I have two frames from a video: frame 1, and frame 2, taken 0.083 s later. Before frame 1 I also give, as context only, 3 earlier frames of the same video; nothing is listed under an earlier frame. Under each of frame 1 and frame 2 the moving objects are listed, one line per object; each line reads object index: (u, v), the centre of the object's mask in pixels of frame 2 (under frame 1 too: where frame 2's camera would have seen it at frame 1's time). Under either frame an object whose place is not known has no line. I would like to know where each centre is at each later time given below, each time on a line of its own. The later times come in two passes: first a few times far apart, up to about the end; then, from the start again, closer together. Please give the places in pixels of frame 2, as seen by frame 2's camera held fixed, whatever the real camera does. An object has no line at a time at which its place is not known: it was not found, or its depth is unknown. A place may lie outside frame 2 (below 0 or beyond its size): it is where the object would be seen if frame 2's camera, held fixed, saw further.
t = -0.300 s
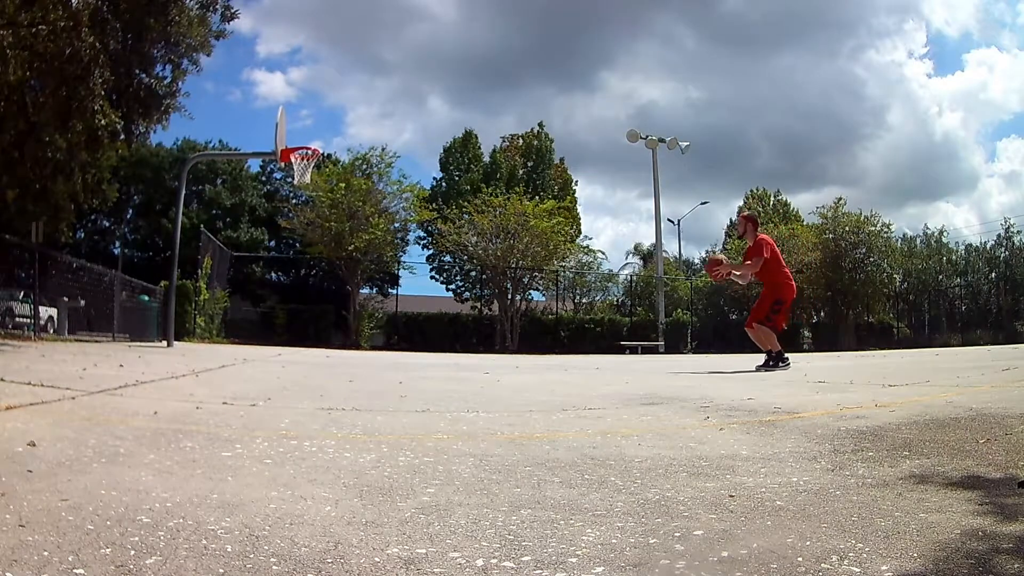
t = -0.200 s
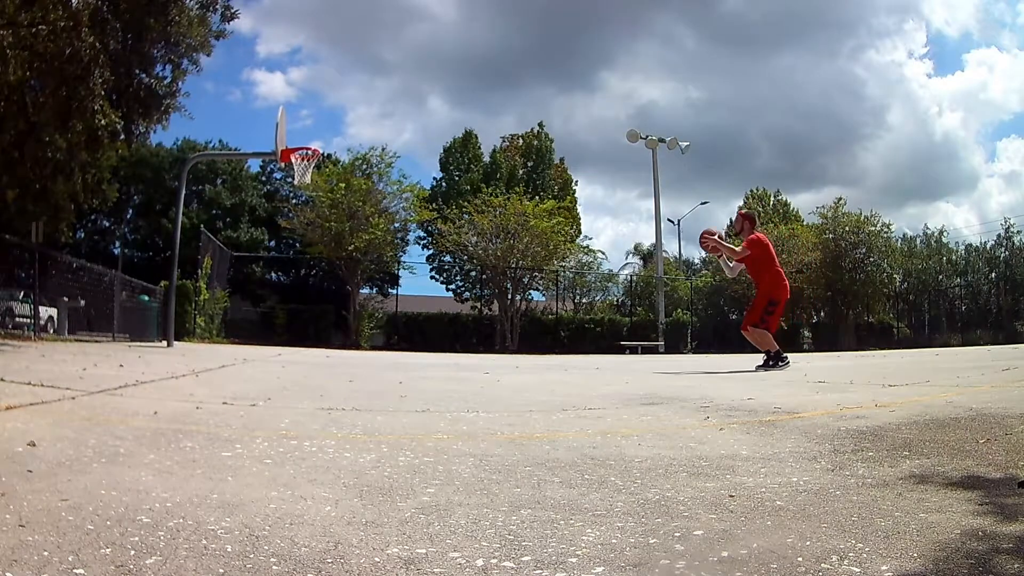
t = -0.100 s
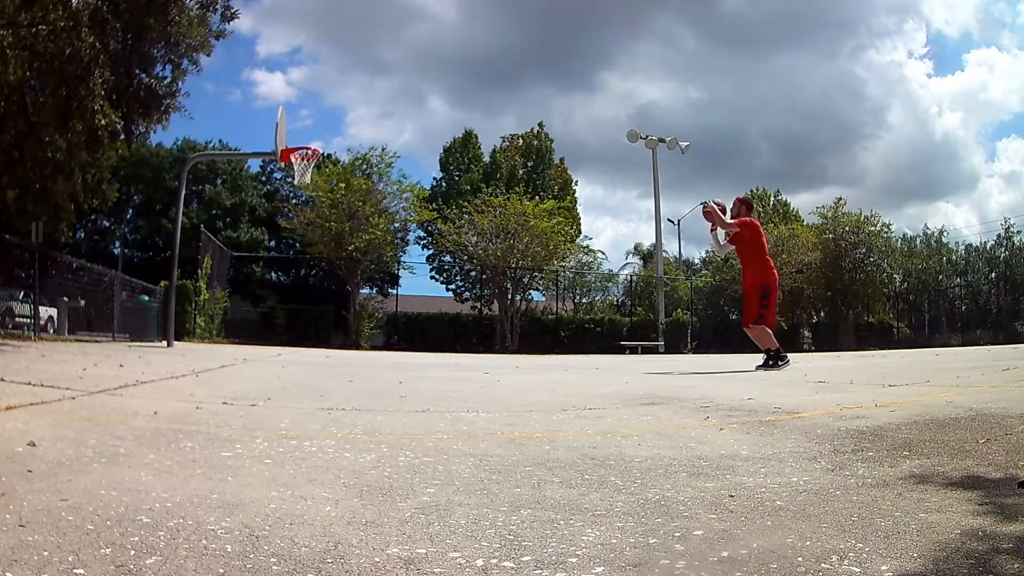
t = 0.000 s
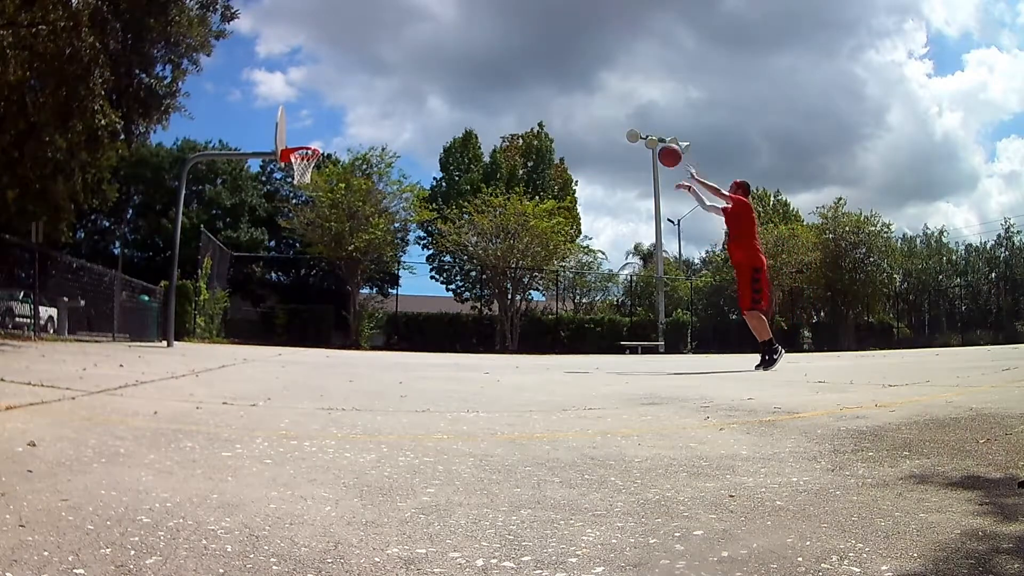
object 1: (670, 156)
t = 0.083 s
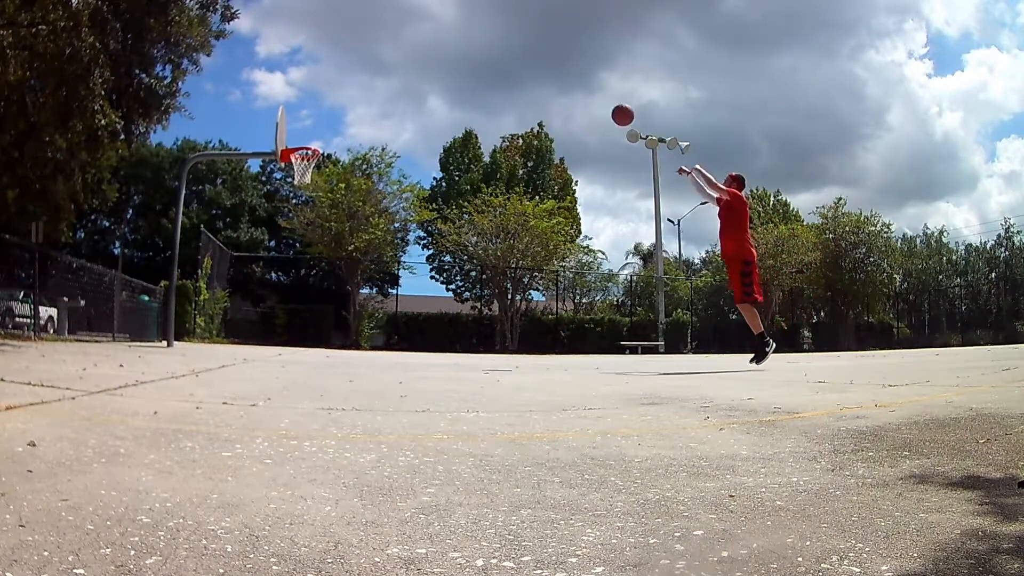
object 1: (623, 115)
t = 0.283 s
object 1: (526, 57)
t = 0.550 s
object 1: (427, 42)
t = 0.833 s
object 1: (343, 75)
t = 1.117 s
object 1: (299, 142)
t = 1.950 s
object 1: (273, 256)
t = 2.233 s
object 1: (253, 322)
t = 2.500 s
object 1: (244, 255)
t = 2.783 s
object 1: (232, 234)
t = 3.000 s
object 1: (221, 254)
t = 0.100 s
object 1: (614, 108)
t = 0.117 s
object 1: (605, 102)
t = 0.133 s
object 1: (596, 96)
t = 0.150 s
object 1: (588, 90)
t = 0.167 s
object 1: (580, 85)
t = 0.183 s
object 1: (572, 80)
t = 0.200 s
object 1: (564, 75)
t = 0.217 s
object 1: (556, 71)
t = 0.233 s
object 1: (548, 67)
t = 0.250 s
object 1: (541, 64)
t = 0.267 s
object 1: (534, 60)
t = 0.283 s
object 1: (526, 57)
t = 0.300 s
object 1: (519, 55)
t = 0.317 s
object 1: (512, 52)
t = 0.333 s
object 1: (505, 50)
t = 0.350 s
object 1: (499, 48)
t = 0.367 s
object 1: (492, 46)
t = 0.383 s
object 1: (486, 45)
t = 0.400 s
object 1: (479, 44)
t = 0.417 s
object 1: (473, 42)
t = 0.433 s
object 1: (467, 42)
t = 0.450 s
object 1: (461, 41)
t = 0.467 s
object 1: (455, 41)
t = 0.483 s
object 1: (449, 40)
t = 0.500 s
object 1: (443, 40)
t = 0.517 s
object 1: (438, 41)
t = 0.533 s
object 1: (432, 41)
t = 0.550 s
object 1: (427, 42)
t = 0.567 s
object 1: (421, 42)
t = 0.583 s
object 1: (416, 43)
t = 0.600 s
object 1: (411, 44)
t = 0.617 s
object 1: (406, 45)
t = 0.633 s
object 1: (400, 46)
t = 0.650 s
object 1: (396, 48)
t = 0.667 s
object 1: (391, 50)
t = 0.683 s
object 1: (385, 52)
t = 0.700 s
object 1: (381, 54)
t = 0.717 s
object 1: (376, 56)
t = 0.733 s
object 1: (371, 58)
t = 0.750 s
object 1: (366, 60)
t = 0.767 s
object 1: (361, 63)
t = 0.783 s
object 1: (357, 66)
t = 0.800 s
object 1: (352, 69)
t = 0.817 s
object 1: (347, 72)
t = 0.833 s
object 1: (343, 75)
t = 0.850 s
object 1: (339, 78)
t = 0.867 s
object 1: (334, 82)
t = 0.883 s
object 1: (329, 85)
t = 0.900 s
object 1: (325, 89)
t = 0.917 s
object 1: (321, 93)
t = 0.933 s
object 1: (316, 97)
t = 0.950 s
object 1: (313, 101)
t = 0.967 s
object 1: (308, 105)
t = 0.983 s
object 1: (304, 110)
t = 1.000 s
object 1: (300, 114)
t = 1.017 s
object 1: (296, 119)
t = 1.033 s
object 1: (292, 123)
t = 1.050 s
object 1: (288, 128)
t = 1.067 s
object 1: (290, 132)
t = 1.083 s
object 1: (293, 135)
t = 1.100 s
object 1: (296, 139)
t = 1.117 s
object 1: (299, 142)
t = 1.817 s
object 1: (285, 217)
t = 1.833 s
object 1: (283, 222)
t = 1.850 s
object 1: (282, 226)
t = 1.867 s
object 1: (281, 230)
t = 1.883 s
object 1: (279, 235)
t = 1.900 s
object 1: (278, 241)
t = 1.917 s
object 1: (276, 245)
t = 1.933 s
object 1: (275, 250)
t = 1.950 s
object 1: (273, 256)
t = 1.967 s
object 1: (272, 262)
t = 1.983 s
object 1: (270, 267)
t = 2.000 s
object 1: (269, 274)
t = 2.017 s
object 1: (267, 280)
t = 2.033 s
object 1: (266, 287)
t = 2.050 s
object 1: (265, 293)
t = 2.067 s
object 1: (263, 300)
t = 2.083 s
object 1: (262, 307)
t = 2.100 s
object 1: (262, 314)
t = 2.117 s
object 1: (259, 322)
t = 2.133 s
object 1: (258, 330)
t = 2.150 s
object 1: (257, 337)
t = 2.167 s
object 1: (255, 345)
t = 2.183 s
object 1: (255, 340)
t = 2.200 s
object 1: (254, 334)
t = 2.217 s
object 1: (254, 328)
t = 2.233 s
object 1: (253, 322)
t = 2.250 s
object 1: (253, 317)
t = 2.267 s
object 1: (253, 312)
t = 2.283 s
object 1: (252, 306)
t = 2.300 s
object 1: (250, 301)
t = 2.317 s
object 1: (250, 296)
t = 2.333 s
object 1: (249, 292)
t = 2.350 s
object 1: (248, 287)
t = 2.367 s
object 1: (248, 282)
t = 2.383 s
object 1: (248, 279)
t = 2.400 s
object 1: (247, 275)
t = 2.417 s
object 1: (247, 271)
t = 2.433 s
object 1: (246, 268)
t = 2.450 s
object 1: (246, 264)
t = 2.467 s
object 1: (246, 261)
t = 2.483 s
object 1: (245, 258)
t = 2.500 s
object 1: (244, 255)
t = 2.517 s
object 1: (244, 252)
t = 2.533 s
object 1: (243, 249)
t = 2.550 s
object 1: (242, 247)
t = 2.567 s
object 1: (241, 246)
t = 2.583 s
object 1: (241, 244)
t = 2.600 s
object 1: (240, 242)
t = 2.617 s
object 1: (239, 240)
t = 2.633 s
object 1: (239, 239)
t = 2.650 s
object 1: (239, 238)
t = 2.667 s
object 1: (238, 237)
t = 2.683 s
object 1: (238, 236)
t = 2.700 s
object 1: (236, 235)
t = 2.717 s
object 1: (236, 235)
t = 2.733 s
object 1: (234, 234)
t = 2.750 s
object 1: (233, 234)
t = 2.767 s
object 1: (233, 234)
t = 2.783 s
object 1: (232, 234)
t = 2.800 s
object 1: (232, 235)
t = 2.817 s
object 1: (231, 235)
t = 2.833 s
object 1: (230, 236)
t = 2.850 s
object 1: (229, 237)
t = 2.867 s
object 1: (229, 238)
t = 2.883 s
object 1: (228, 239)
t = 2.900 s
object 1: (227, 241)
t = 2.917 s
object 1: (226, 243)
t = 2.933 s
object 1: (225, 244)
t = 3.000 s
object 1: (221, 254)
